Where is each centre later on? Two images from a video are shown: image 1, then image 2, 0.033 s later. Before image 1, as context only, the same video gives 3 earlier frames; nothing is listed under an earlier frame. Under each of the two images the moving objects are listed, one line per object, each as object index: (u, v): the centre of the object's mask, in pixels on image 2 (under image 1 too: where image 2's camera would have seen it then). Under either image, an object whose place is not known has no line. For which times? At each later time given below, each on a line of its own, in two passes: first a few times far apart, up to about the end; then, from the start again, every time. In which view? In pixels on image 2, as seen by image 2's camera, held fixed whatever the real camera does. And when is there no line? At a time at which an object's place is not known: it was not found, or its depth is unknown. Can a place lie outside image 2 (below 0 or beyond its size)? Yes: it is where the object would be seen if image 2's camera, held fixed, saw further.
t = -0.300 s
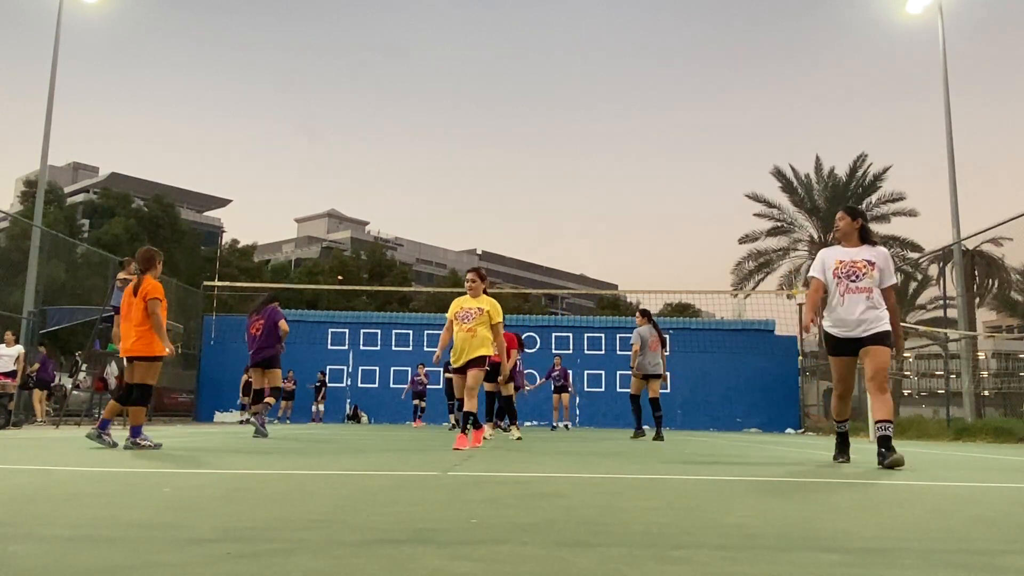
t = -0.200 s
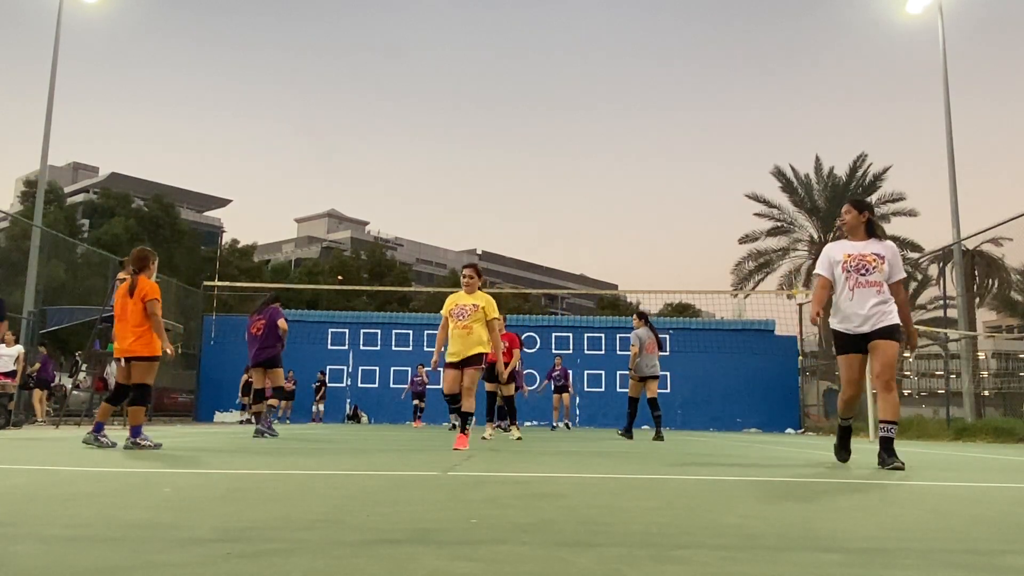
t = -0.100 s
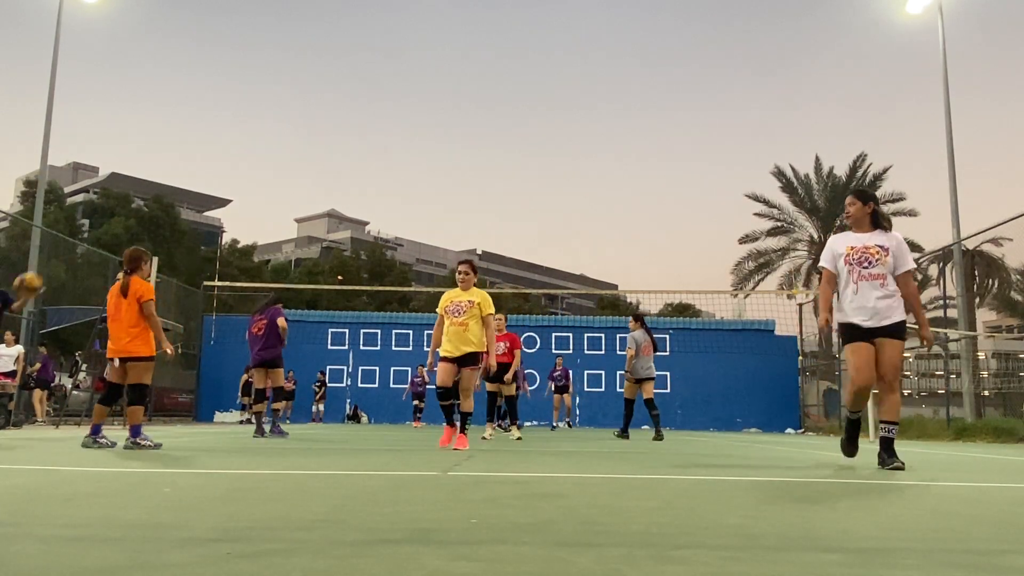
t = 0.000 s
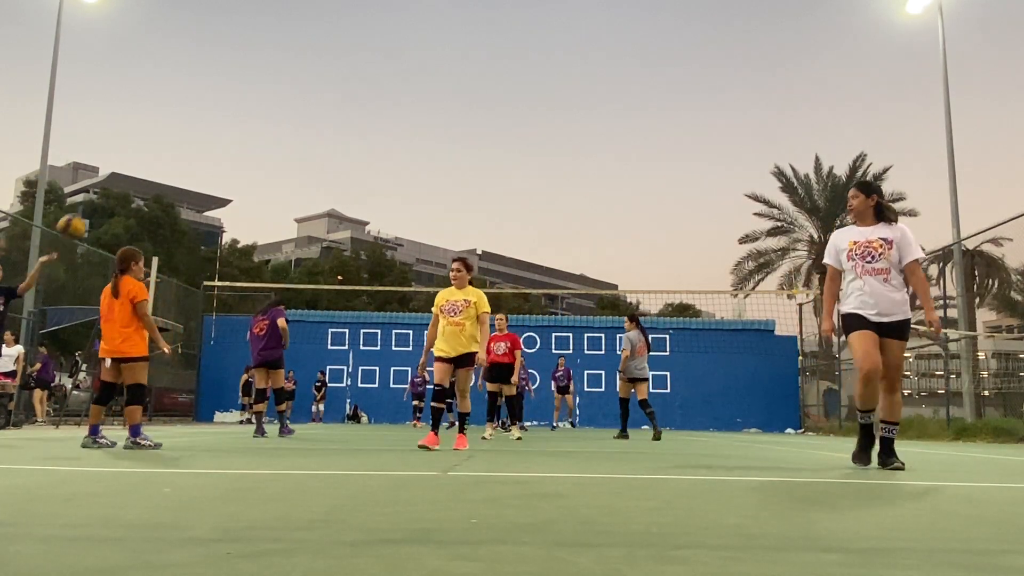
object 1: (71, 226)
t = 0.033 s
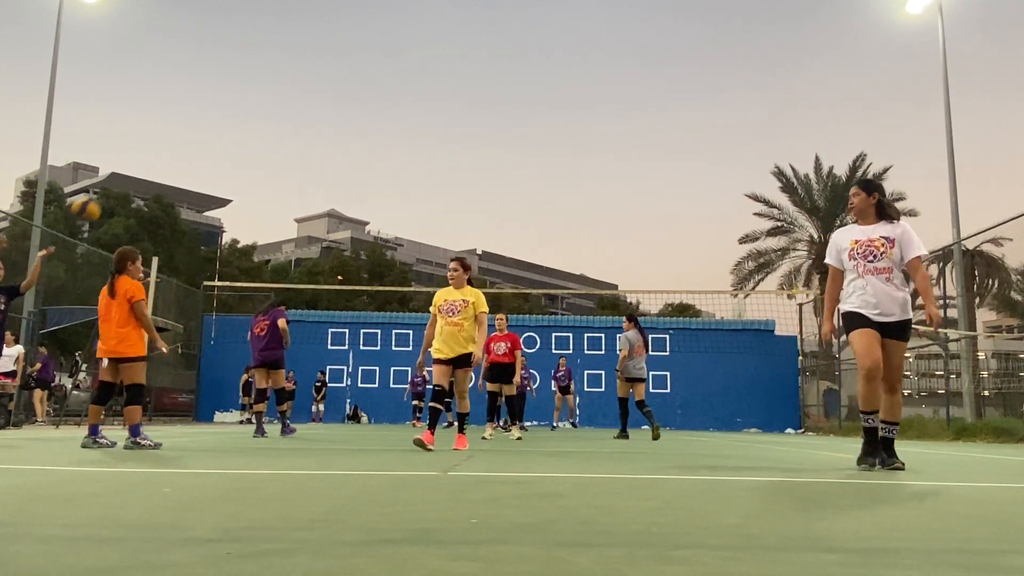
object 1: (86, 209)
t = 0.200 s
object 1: (161, 140)
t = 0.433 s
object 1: (272, 89)
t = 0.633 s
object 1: (375, 97)
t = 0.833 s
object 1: (492, 167)
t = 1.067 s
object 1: (659, 358)
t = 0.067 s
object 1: (101, 193)
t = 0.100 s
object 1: (115, 178)
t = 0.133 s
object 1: (131, 164)
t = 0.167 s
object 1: (145, 151)
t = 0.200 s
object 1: (161, 140)
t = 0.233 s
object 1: (176, 129)
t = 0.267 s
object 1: (191, 119)
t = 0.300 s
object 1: (207, 110)
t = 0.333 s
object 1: (223, 103)
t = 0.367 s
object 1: (239, 97)
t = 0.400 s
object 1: (255, 93)
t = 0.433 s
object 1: (272, 89)
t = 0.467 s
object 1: (288, 87)
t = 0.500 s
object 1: (305, 86)
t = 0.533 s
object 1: (322, 86)
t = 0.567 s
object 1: (339, 88)
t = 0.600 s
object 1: (357, 92)
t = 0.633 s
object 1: (375, 97)
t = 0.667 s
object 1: (393, 104)
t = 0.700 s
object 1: (412, 113)
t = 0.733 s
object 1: (431, 123)
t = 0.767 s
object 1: (450, 136)
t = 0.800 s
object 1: (471, 151)
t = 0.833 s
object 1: (492, 167)
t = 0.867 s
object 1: (513, 187)
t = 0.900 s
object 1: (535, 208)
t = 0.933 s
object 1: (558, 232)
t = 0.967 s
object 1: (582, 259)
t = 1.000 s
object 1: (607, 289)
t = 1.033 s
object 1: (632, 321)
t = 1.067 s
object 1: (659, 358)
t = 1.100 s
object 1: (688, 399)
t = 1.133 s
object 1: (718, 444)
